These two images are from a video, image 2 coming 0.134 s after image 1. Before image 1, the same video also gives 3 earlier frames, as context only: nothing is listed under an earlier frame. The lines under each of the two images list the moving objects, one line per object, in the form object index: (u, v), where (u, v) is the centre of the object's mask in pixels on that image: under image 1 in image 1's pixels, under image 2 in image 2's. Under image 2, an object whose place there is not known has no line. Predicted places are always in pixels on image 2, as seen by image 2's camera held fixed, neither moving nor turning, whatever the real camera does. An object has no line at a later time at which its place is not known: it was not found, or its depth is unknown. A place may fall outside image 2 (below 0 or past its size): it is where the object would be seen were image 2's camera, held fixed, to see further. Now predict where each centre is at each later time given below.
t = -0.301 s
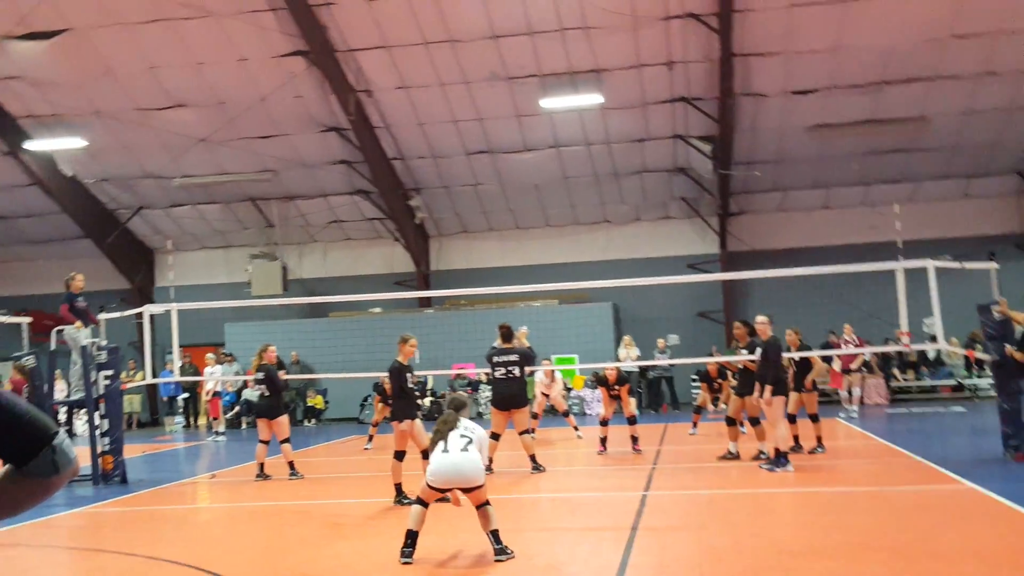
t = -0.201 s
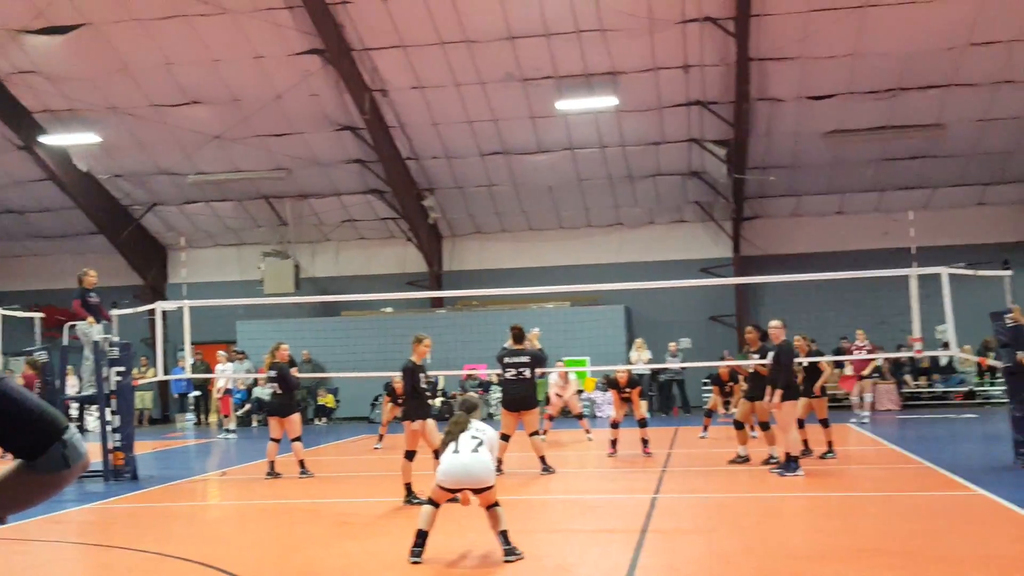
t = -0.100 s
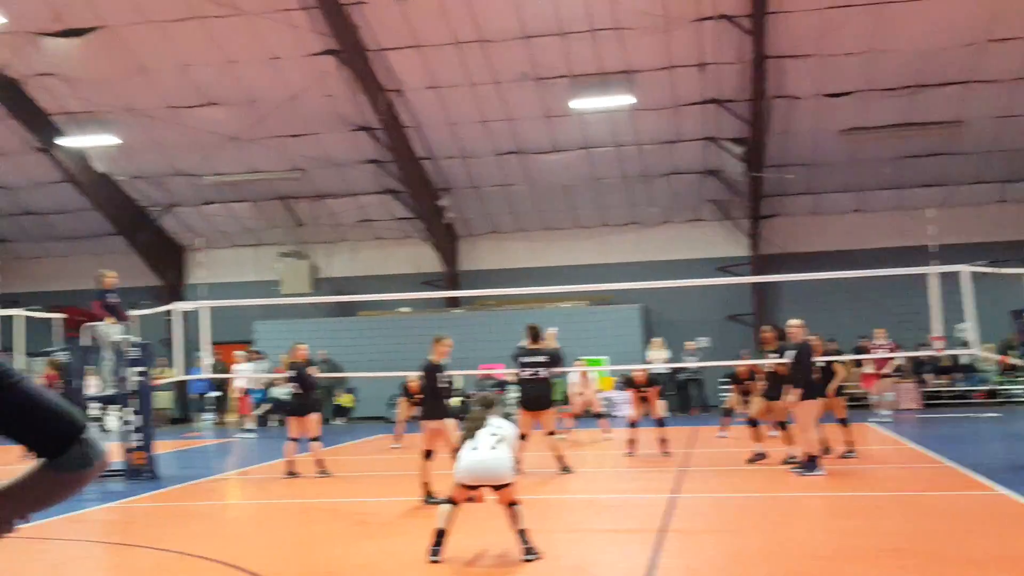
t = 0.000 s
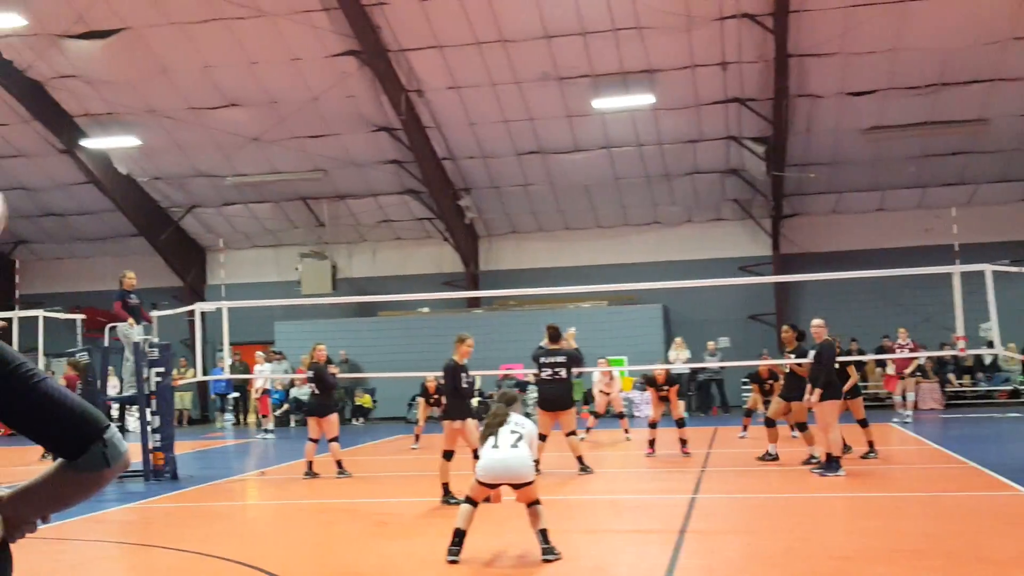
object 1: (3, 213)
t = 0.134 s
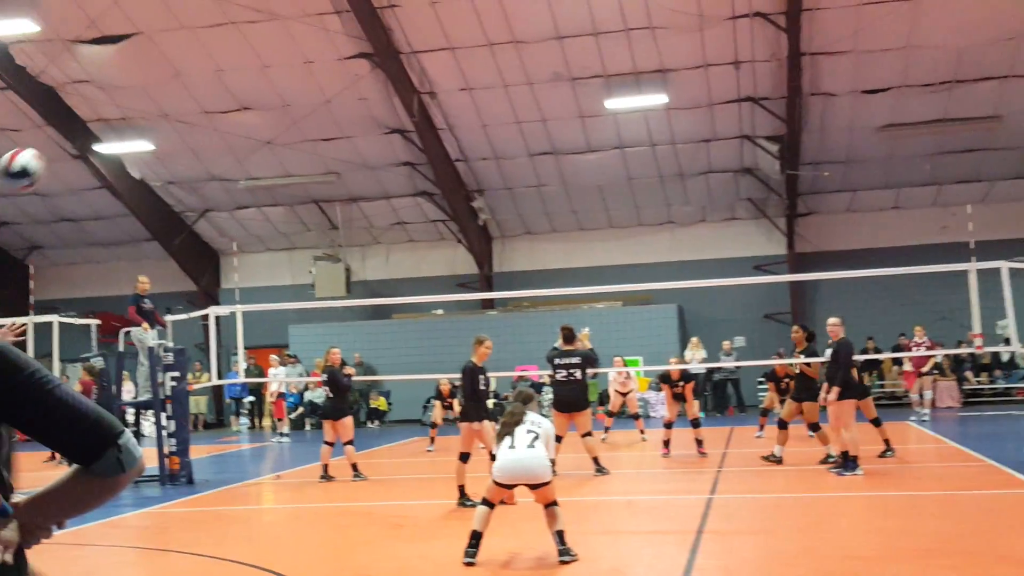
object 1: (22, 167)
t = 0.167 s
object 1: (25, 161)
